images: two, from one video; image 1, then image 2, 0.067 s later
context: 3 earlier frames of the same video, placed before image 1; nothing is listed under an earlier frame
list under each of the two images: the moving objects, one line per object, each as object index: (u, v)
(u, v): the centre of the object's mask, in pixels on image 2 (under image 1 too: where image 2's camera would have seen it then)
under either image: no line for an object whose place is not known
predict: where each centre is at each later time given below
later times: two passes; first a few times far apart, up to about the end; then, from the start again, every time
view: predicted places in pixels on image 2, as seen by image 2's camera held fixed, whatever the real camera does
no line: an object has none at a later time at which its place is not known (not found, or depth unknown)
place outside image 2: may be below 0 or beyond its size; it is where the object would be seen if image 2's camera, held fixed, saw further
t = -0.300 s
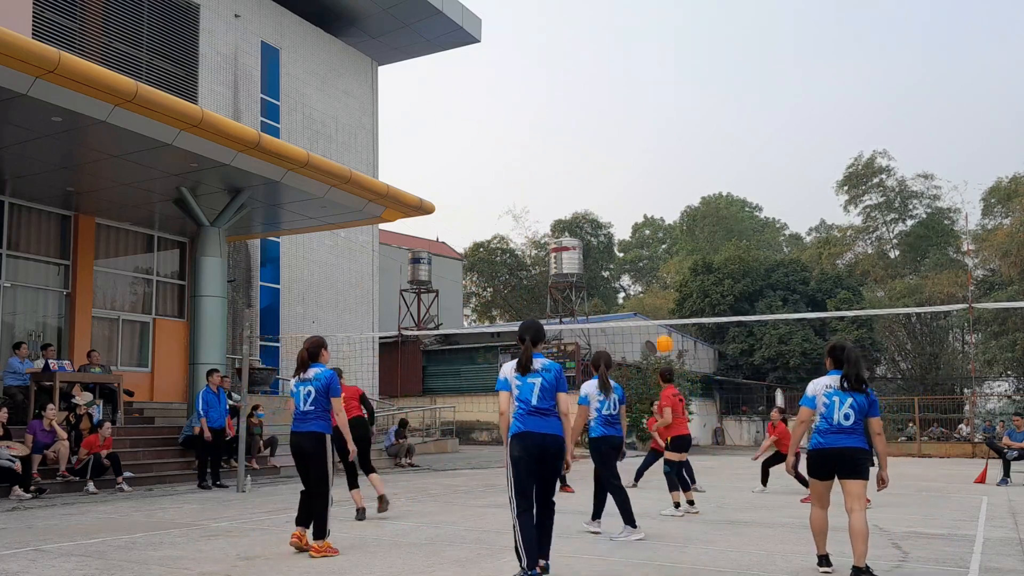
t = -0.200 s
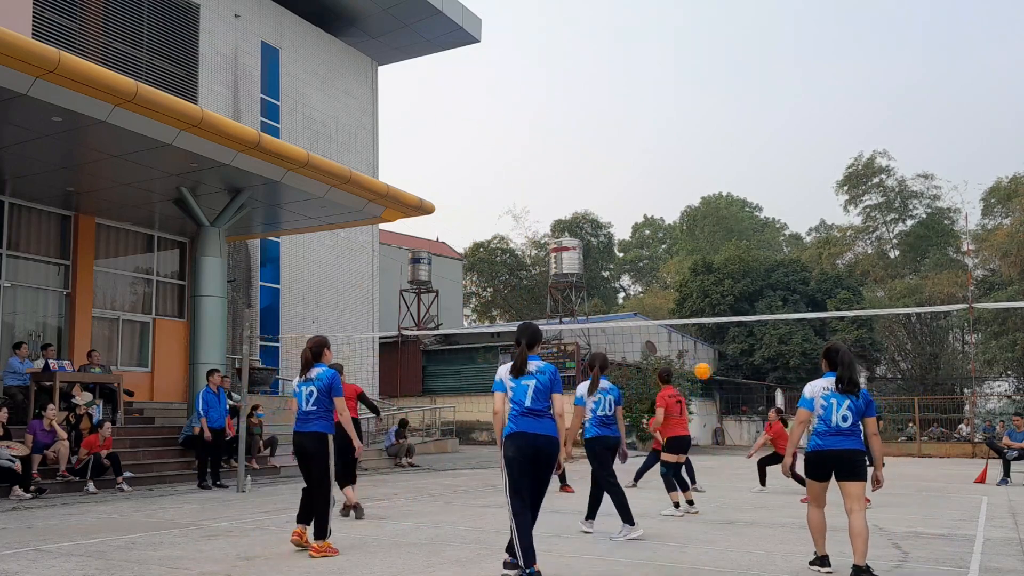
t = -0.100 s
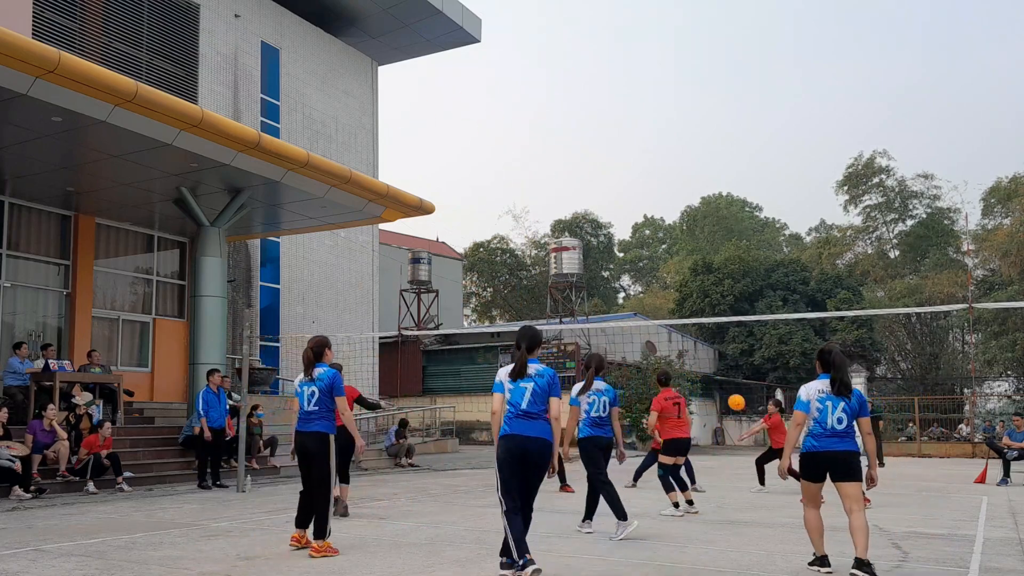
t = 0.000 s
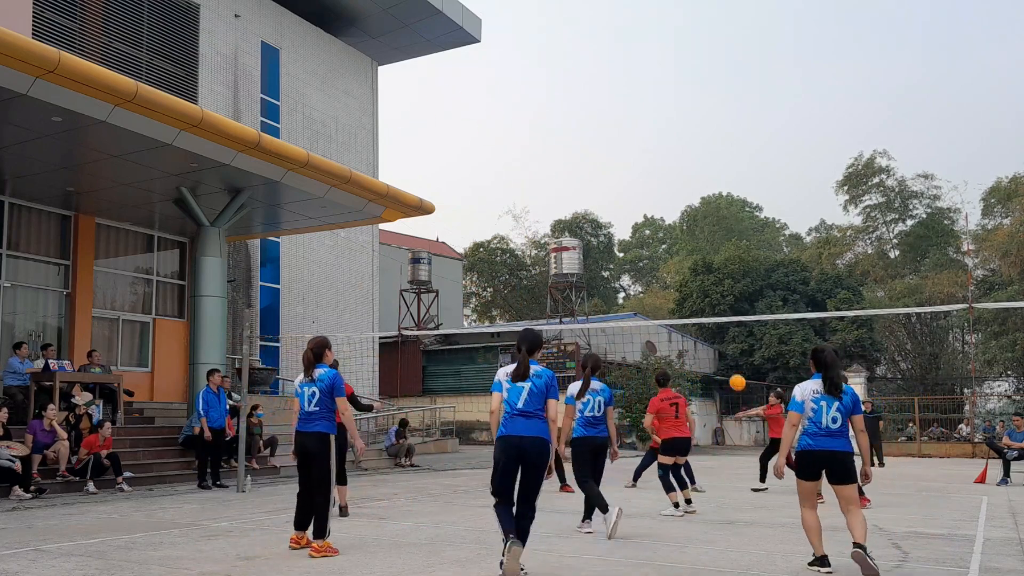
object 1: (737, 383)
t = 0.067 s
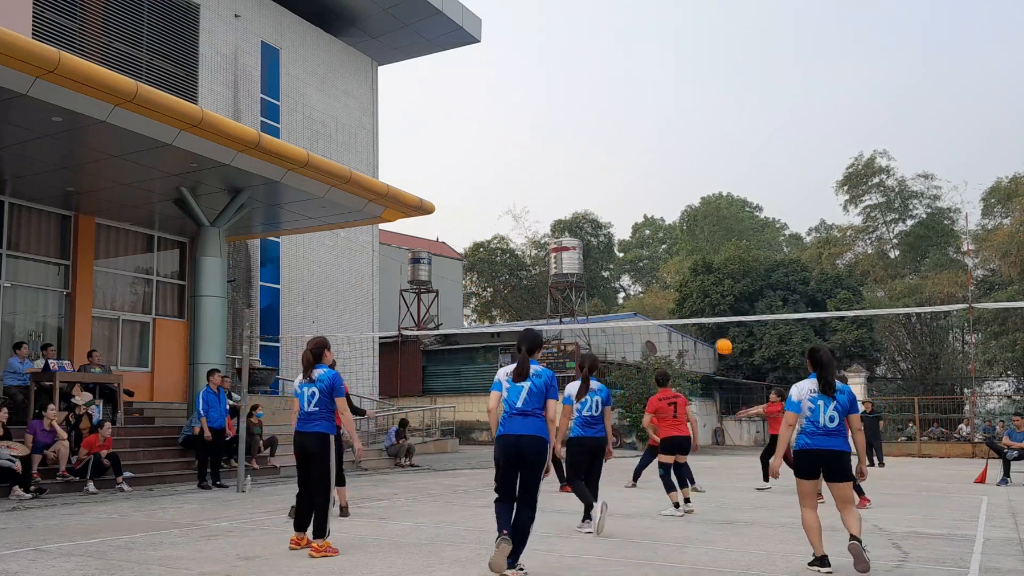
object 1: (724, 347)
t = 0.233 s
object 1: (690, 271)
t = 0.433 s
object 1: (652, 209)
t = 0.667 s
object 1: (610, 171)
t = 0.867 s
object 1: (575, 168)
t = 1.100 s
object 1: (533, 201)
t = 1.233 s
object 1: (510, 236)
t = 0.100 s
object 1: (717, 330)
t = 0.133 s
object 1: (710, 312)
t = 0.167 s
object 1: (703, 299)
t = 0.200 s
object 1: (697, 284)
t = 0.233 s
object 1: (690, 271)
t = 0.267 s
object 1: (683, 259)
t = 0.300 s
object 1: (677, 247)
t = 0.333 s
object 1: (671, 236)
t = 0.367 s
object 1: (665, 226)
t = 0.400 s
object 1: (658, 217)
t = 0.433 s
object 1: (652, 209)
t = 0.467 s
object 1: (646, 201)
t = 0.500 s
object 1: (640, 194)
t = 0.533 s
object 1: (634, 188)
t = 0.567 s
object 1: (628, 182)
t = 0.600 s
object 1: (622, 178)
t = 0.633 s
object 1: (616, 174)
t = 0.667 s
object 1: (610, 171)
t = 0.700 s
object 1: (604, 169)
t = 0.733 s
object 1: (598, 167)
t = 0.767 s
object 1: (592, 166)
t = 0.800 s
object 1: (587, 166)
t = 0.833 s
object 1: (581, 167)
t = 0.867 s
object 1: (575, 168)
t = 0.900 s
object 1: (569, 170)
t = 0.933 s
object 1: (563, 174)
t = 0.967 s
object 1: (557, 177)
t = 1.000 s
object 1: (551, 182)
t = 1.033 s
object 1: (545, 187)
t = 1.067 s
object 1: (539, 194)
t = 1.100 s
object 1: (533, 201)
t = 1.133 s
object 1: (527, 208)
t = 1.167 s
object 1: (522, 217)
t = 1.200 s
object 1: (516, 226)
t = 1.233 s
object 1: (510, 236)
